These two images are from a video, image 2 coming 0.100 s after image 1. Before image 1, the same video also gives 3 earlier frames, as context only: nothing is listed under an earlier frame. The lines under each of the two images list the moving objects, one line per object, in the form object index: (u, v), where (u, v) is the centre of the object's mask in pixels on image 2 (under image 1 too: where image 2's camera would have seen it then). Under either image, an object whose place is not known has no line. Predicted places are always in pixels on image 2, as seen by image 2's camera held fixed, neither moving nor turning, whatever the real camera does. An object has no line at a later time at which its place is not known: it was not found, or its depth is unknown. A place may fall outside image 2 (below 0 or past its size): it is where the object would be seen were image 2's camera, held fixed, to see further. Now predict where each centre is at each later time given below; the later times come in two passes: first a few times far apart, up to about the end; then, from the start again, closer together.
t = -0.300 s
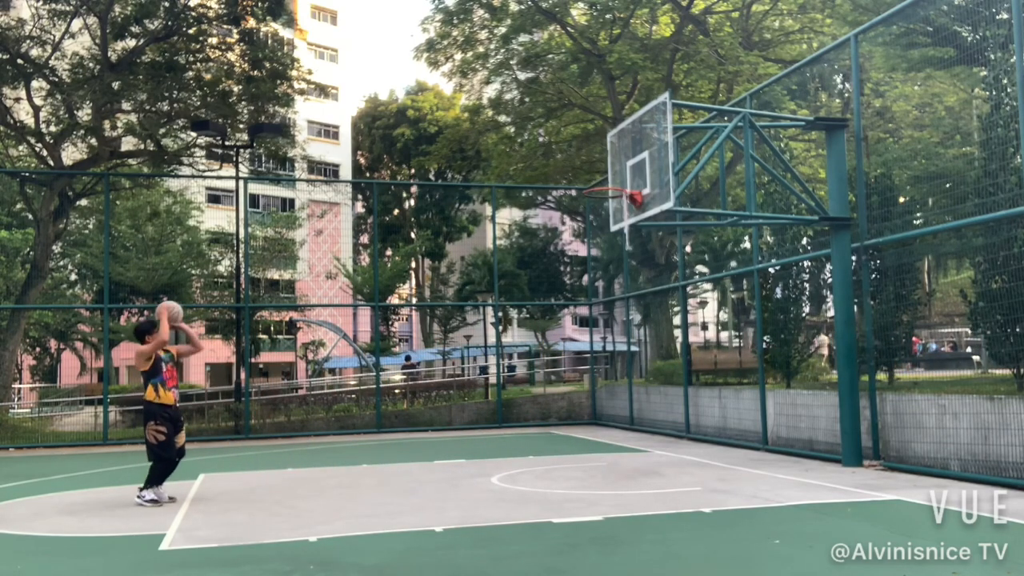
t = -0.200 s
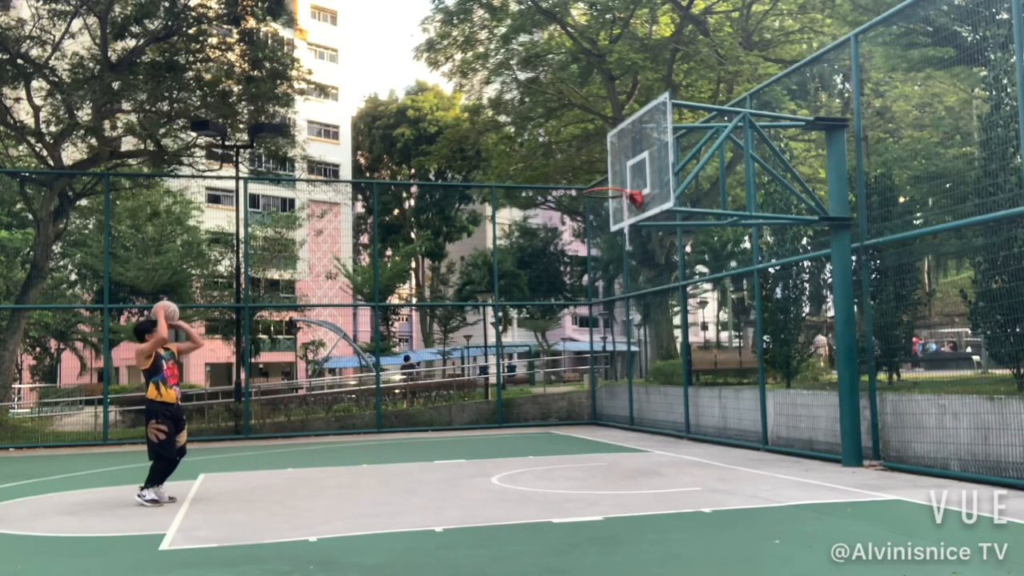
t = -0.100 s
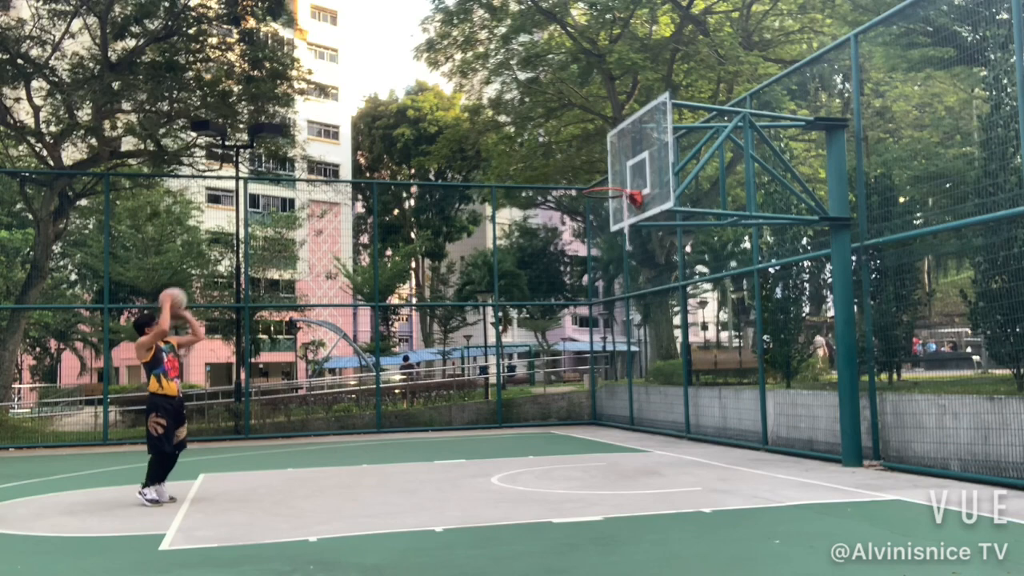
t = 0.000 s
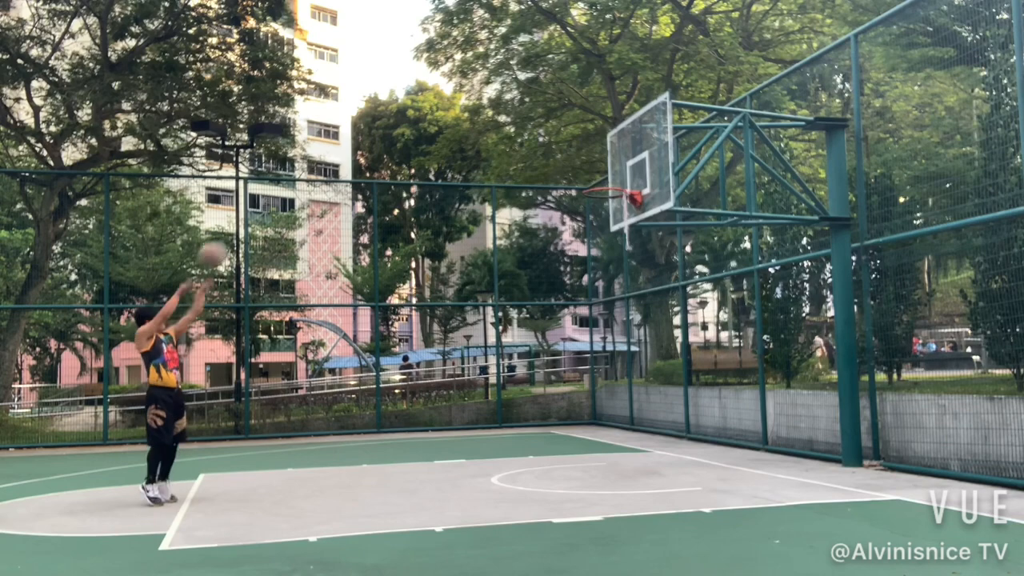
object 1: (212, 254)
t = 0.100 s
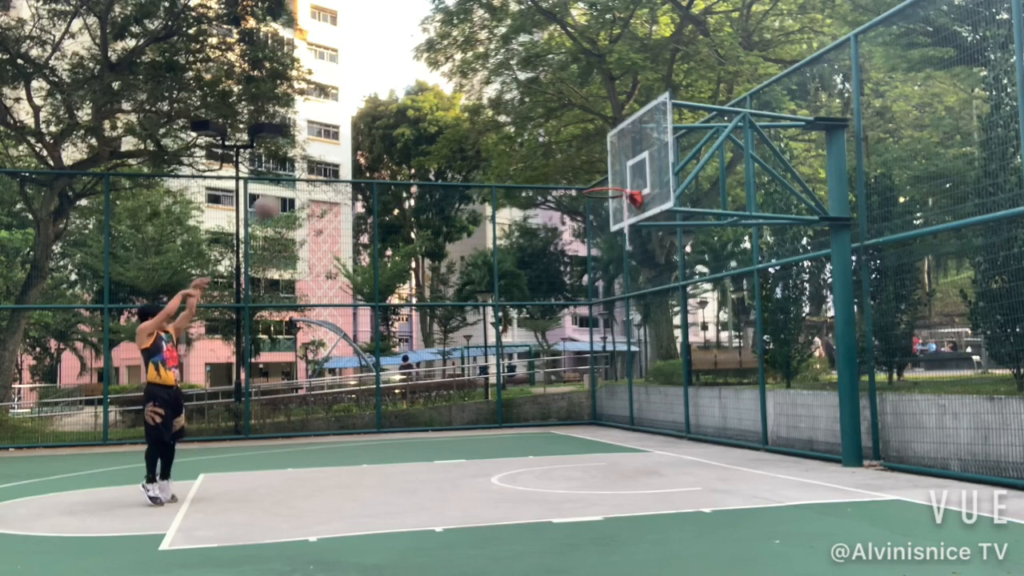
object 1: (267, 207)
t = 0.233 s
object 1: (334, 165)
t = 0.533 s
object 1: (472, 131)
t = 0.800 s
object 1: (585, 170)
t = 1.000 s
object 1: (601, 228)
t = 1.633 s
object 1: (551, 383)
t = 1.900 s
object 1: (523, 319)
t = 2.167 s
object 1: (500, 311)
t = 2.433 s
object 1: (479, 353)
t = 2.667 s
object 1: (463, 424)
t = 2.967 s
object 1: (447, 380)
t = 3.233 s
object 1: (434, 359)
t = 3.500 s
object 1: (422, 383)
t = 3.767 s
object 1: (412, 427)
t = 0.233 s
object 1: (334, 165)
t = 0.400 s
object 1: (412, 135)
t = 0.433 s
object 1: (427, 133)
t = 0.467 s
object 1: (441, 131)
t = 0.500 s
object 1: (458, 130)
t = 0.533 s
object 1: (472, 131)
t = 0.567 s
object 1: (486, 132)
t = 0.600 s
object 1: (500, 135)
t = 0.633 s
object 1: (515, 138)
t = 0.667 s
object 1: (530, 144)
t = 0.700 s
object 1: (543, 149)
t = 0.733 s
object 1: (557, 155)
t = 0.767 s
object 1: (571, 162)
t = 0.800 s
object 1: (585, 170)
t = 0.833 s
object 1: (598, 178)
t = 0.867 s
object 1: (611, 188)
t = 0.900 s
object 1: (611, 198)
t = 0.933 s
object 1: (607, 207)
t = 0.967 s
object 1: (604, 218)
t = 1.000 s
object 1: (601, 228)
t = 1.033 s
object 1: (599, 240)
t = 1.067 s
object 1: (597, 253)
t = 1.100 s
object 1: (593, 267)
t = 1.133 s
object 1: (591, 279)
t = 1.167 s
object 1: (588, 293)
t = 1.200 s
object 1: (586, 309)
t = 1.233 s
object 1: (583, 324)
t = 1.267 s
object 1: (580, 342)
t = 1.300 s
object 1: (578, 360)
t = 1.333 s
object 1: (576, 375)
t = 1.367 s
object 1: (575, 395)
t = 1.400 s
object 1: (573, 412)
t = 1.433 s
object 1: (572, 431)
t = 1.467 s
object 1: (570, 453)
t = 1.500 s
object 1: (566, 441)
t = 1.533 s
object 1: (562, 423)
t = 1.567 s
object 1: (558, 409)
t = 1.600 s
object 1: (554, 395)
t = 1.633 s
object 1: (551, 383)
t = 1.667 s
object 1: (546, 373)
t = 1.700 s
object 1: (543, 361)
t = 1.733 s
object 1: (540, 352)
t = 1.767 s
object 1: (537, 343)
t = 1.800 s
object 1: (533, 336)
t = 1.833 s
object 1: (529, 329)
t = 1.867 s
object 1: (526, 324)
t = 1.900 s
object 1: (523, 319)
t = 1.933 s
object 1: (520, 316)
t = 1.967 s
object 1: (516, 312)
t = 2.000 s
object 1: (514, 310)
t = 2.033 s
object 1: (511, 309)
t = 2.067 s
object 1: (508, 309)
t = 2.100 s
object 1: (505, 309)
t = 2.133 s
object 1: (503, 310)
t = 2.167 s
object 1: (500, 311)
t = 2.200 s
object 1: (497, 313)
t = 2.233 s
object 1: (494, 317)
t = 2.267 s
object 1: (491, 321)
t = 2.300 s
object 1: (488, 327)
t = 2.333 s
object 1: (486, 332)
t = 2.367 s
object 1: (483, 339)
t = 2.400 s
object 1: (480, 344)
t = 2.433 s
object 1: (479, 353)
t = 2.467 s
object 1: (477, 362)
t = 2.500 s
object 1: (473, 370)
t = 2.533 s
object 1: (472, 380)
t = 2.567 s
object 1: (469, 388)
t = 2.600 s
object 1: (467, 401)
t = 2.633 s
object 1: (465, 413)
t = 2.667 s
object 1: (463, 424)
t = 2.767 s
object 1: (457, 425)
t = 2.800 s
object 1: (456, 415)
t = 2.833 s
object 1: (454, 405)
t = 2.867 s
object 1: (452, 397)
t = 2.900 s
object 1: (450, 390)
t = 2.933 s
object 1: (448, 383)
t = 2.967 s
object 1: (447, 380)
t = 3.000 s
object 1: (445, 374)
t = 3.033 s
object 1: (443, 369)
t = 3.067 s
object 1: (441, 365)
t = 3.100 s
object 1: (441, 363)
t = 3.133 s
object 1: (439, 360)
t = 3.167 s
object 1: (437, 360)
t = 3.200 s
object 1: (435, 359)
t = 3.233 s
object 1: (434, 359)
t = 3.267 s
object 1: (432, 360)
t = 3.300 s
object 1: (430, 362)
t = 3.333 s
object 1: (429, 365)
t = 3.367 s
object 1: (428, 366)
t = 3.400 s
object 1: (427, 368)
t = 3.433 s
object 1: (424, 373)
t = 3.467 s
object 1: (423, 377)
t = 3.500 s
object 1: (422, 383)
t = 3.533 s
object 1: (421, 389)
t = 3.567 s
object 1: (420, 395)
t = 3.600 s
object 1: (418, 402)
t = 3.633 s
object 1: (417, 410)
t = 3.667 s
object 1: (416, 418)
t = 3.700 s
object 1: (415, 428)
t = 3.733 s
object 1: (414, 435)
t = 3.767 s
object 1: (412, 427)
